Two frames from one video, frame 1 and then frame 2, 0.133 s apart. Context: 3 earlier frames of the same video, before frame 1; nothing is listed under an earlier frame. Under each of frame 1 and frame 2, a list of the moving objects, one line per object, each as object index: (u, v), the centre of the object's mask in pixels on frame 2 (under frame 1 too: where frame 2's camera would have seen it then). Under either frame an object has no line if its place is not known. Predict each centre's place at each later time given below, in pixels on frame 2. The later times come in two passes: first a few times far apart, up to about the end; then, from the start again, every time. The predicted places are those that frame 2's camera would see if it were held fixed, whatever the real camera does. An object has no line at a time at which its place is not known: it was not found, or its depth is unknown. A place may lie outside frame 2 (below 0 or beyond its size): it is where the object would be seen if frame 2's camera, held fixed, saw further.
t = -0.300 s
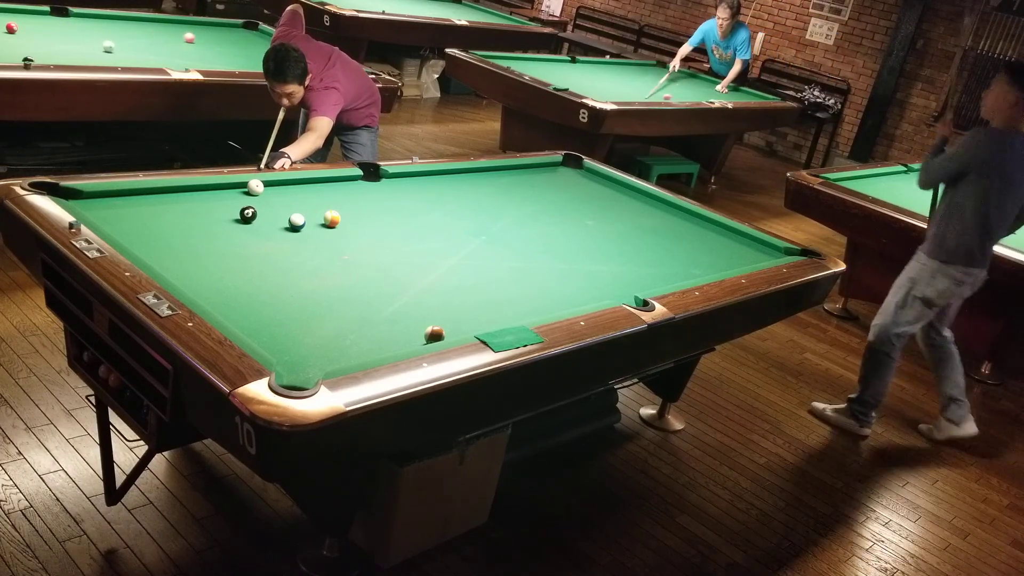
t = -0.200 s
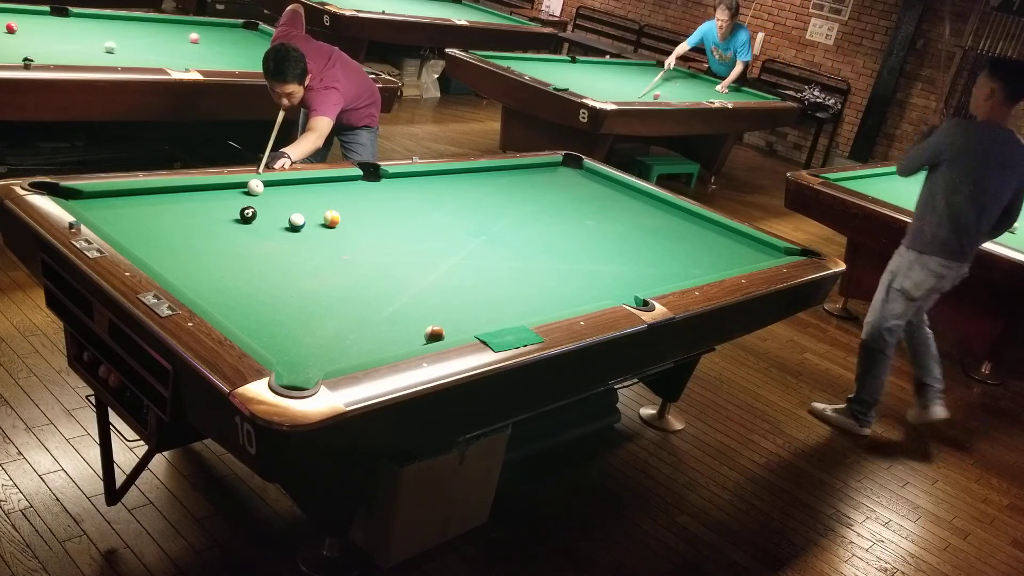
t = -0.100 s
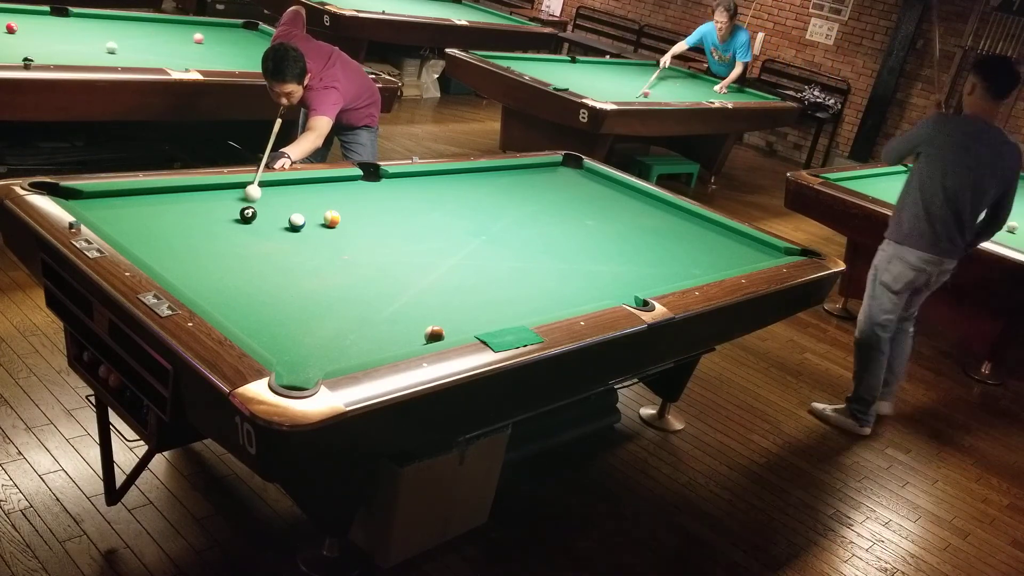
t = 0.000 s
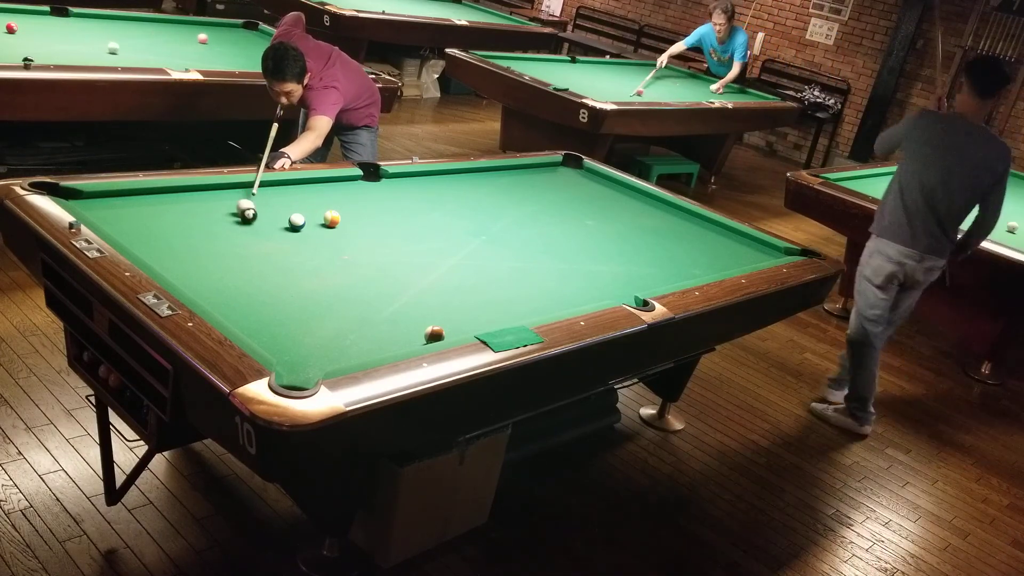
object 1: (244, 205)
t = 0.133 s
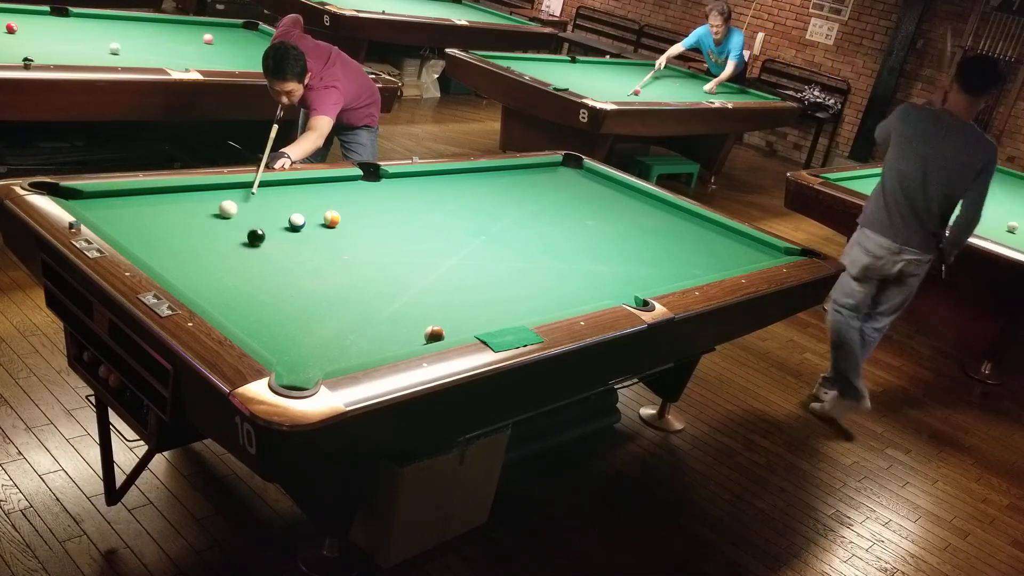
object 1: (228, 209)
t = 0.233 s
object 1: (215, 212)
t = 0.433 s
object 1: (190, 219)
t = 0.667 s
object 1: (159, 227)
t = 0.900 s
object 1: (128, 235)
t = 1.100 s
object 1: (139, 237)
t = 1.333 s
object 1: (162, 238)
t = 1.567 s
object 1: (183, 238)
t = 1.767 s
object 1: (199, 239)
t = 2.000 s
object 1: (216, 239)
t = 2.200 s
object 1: (230, 240)
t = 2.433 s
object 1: (244, 240)
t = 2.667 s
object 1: (256, 241)
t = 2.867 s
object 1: (265, 241)
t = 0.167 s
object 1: (223, 210)
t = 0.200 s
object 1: (219, 211)
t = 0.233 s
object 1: (215, 212)
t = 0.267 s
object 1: (211, 213)
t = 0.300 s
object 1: (207, 214)
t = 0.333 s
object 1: (202, 216)
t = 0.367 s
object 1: (198, 217)
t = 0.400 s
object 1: (194, 218)
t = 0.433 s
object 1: (190, 219)
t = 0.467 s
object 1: (186, 220)
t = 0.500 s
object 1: (181, 221)
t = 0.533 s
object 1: (177, 223)
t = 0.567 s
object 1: (172, 224)
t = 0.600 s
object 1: (168, 225)
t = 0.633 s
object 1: (164, 226)
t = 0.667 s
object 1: (159, 227)
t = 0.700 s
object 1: (155, 229)
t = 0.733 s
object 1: (150, 230)
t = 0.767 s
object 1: (146, 231)
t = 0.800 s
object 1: (141, 232)
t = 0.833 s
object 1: (137, 233)
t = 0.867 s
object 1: (132, 235)
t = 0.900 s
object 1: (128, 235)
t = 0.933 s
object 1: (124, 235)
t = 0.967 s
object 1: (126, 235)
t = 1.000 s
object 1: (129, 237)
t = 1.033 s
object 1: (132, 237)
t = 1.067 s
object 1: (136, 237)
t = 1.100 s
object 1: (139, 237)
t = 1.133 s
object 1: (142, 237)
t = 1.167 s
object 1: (146, 237)
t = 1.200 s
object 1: (149, 238)
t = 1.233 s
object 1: (152, 238)
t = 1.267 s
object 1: (156, 238)
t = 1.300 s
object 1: (159, 238)
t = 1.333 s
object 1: (162, 238)
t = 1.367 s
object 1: (165, 238)
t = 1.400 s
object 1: (168, 238)
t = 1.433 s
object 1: (171, 238)
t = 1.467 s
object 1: (174, 238)
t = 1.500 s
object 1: (177, 238)
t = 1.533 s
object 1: (180, 238)
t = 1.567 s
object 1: (183, 238)
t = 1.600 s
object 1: (186, 238)
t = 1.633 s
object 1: (188, 238)
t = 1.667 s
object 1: (191, 239)
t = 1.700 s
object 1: (194, 239)
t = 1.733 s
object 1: (196, 239)
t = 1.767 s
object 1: (199, 239)
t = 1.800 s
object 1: (202, 239)
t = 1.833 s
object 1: (204, 239)
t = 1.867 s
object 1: (207, 239)
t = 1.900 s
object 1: (209, 239)
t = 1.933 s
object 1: (212, 239)
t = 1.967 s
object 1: (214, 239)
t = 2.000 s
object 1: (216, 239)
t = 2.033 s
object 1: (219, 239)
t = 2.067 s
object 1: (221, 239)
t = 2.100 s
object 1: (223, 239)
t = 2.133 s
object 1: (226, 239)
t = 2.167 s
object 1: (228, 240)
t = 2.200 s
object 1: (230, 240)
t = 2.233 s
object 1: (232, 240)
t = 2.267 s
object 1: (234, 240)
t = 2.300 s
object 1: (236, 240)
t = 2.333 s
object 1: (238, 240)
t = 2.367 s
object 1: (240, 240)
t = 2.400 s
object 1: (242, 240)
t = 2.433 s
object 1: (244, 240)
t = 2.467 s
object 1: (246, 240)
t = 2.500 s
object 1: (247, 240)
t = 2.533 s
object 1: (249, 240)
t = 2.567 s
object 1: (251, 240)
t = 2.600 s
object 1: (253, 240)
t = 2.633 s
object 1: (254, 240)
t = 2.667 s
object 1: (256, 241)
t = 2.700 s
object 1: (257, 241)
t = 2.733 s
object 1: (259, 241)
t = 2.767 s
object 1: (261, 241)
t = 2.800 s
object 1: (262, 241)
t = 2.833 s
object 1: (264, 241)
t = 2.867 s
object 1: (265, 241)
